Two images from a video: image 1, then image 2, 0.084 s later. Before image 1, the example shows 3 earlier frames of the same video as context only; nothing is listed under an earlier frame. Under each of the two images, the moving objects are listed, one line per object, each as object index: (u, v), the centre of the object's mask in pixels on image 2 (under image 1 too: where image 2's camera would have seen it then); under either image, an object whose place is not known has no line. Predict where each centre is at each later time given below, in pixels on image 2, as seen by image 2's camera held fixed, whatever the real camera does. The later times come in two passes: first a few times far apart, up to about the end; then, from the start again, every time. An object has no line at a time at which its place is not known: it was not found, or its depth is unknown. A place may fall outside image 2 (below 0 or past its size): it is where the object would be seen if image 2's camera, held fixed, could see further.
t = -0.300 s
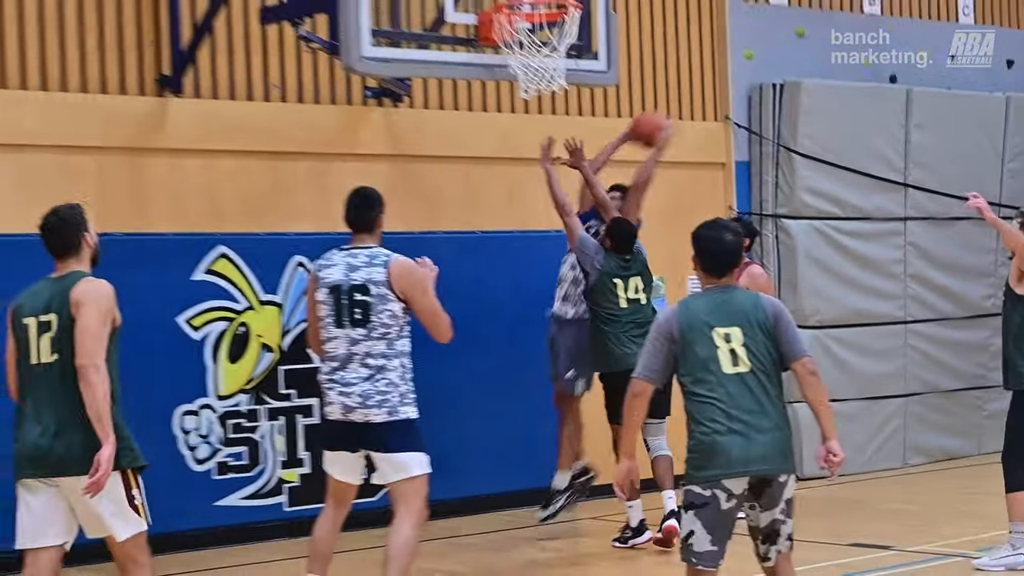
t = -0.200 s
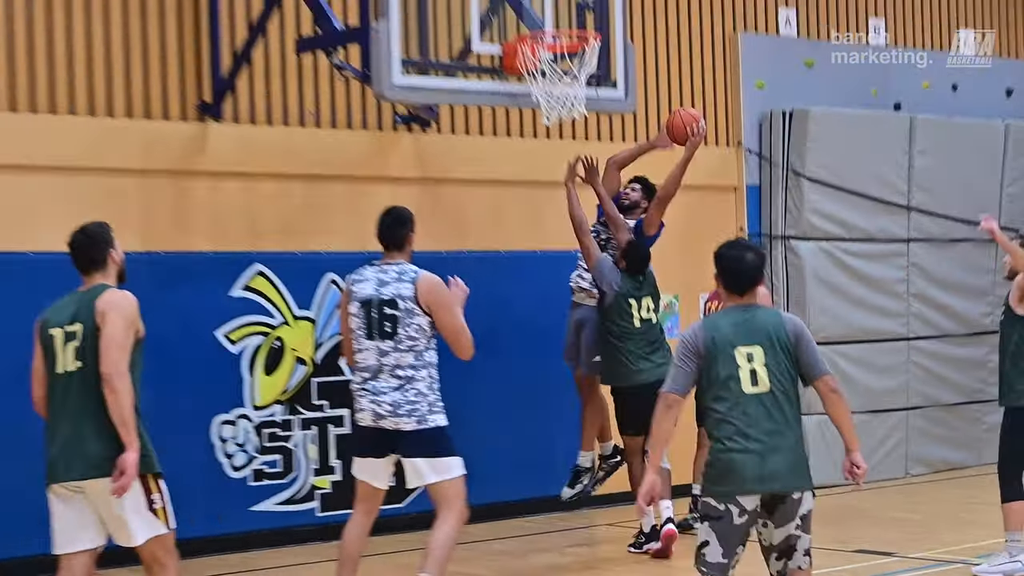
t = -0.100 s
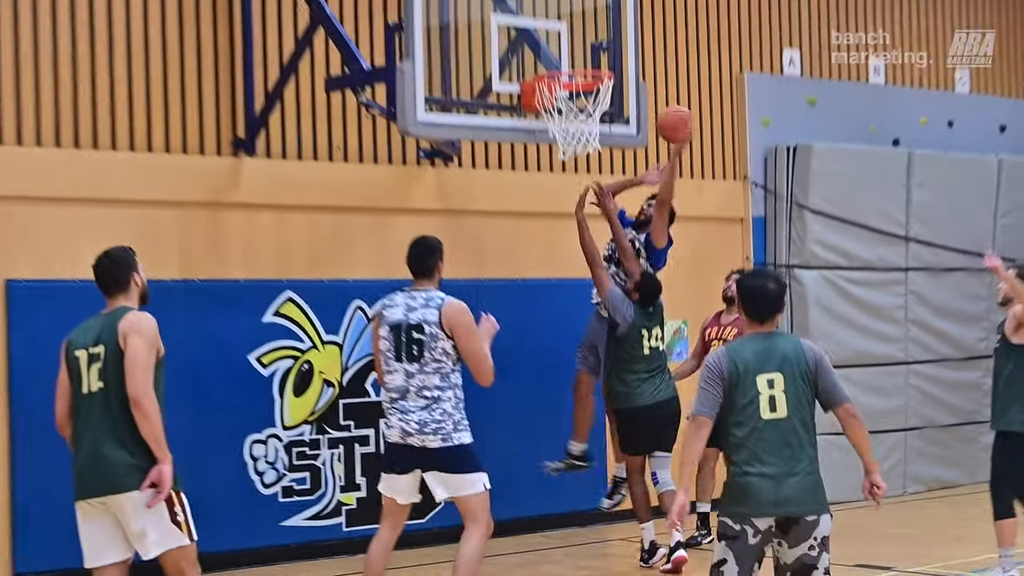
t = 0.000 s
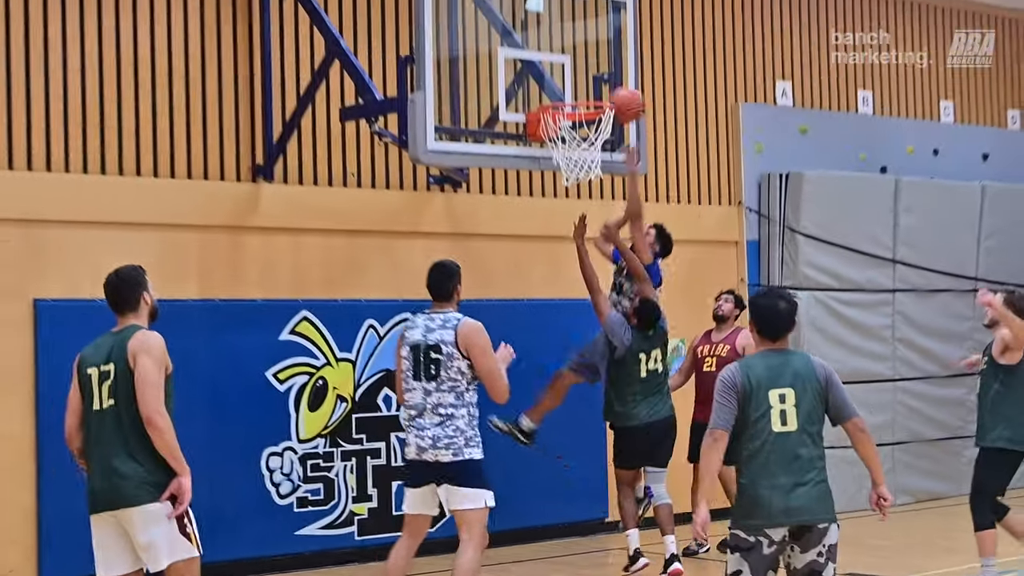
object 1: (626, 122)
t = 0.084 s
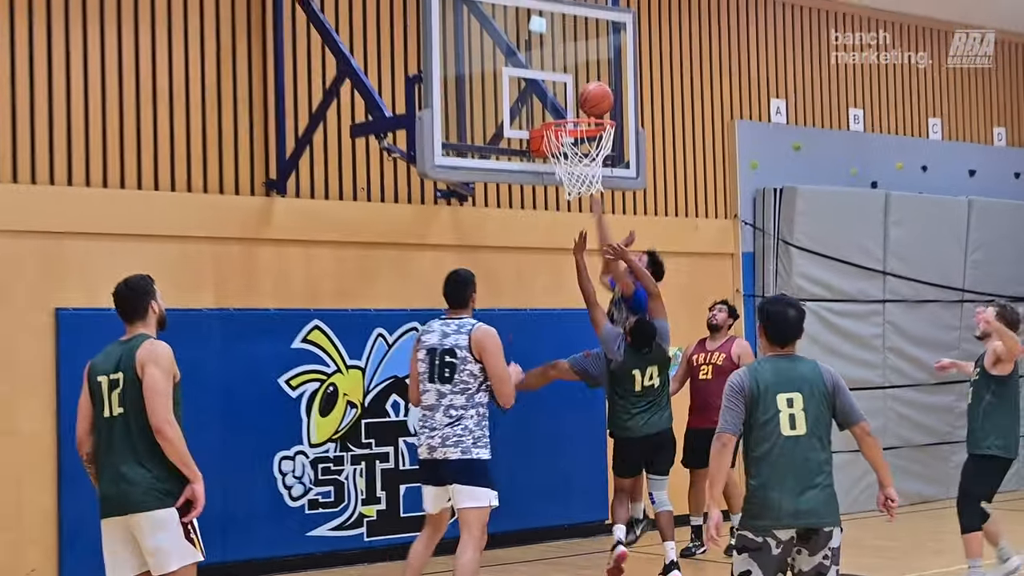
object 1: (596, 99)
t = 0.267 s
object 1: (588, 102)
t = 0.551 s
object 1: (570, 152)
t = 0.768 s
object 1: (585, 210)
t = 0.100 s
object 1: (595, 98)
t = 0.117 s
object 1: (594, 97)
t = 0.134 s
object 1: (594, 96)
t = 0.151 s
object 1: (593, 95)
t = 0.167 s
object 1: (593, 95)
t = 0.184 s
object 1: (592, 95)
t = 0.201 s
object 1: (591, 96)
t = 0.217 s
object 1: (590, 97)
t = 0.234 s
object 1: (590, 99)
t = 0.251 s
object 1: (589, 101)
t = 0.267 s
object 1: (588, 102)
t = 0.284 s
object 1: (588, 104)
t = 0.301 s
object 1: (587, 106)
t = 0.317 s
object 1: (587, 108)
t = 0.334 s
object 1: (586, 110)
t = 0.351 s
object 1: (585, 111)
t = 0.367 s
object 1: (582, 120)
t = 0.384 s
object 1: (581, 123)
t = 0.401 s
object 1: (578, 126)
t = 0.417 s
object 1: (575, 130)
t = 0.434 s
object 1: (572, 133)
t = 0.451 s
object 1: (571, 137)
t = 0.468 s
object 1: (567, 142)
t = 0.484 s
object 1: (568, 144)
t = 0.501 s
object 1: (568, 147)
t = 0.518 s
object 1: (569, 150)
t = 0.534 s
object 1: (570, 151)
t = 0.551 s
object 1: (570, 152)
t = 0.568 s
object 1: (568, 154)
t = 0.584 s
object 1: (569, 155)
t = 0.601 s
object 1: (568, 156)
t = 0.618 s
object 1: (575, 170)
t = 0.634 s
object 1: (580, 176)
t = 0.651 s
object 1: (586, 187)
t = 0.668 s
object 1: (587, 188)
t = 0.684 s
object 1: (586, 192)
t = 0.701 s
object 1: (586, 194)
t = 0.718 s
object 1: (586, 198)
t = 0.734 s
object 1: (585, 202)
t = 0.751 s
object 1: (585, 206)
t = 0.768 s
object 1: (585, 210)
